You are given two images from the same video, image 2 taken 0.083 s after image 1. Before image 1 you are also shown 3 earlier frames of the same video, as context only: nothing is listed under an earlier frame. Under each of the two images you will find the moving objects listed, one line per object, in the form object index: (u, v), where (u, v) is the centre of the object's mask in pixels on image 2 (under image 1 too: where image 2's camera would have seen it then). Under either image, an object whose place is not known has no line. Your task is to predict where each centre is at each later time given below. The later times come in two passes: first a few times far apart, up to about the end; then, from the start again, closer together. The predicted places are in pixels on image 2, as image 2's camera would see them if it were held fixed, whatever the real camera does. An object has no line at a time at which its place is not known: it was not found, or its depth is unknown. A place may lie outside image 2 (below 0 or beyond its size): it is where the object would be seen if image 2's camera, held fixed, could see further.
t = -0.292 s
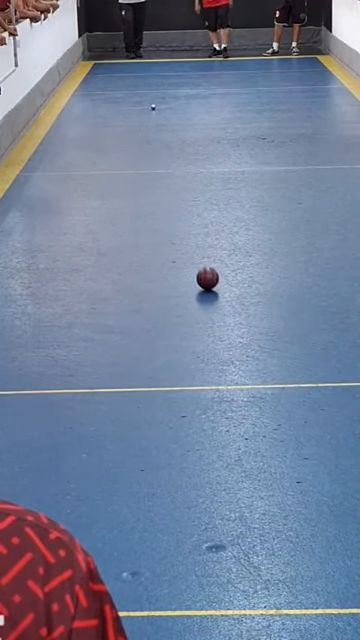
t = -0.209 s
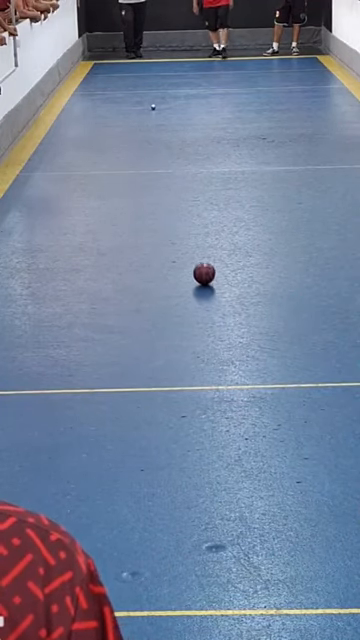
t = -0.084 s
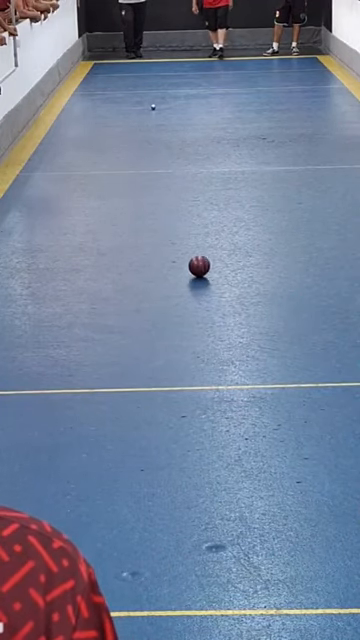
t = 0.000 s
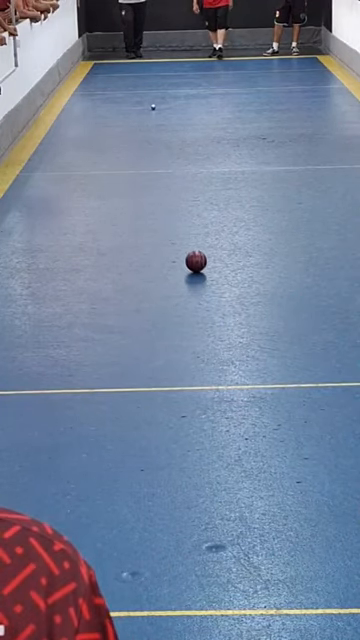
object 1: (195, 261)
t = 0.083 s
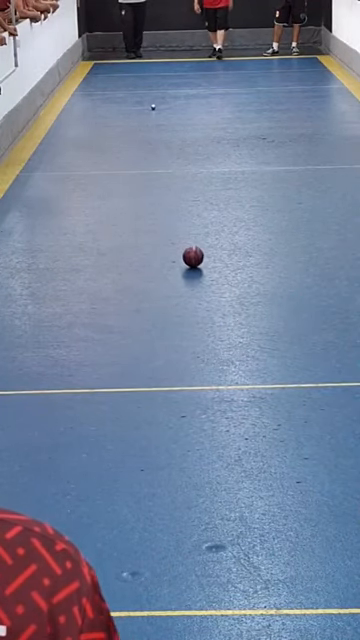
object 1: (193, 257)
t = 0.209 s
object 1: (189, 250)
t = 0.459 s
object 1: (181, 238)
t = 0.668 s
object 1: (175, 229)
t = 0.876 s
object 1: (171, 220)
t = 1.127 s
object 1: (165, 210)
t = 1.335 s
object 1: (162, 203)
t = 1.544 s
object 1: (158, 196)
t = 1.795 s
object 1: (154, 189)
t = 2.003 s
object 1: (152, 183)
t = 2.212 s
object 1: (150, 177)
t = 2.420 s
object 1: (148, 172)
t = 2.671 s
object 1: (147, 166)
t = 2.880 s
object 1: (146, 162)
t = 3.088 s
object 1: (145, 158)
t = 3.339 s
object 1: (144, 153)
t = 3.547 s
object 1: (143, 150)
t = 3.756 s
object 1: (142, 146)
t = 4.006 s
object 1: (141, 142)
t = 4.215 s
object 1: (141, 139)
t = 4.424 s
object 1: (140, 136)
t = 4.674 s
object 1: (139, 133)
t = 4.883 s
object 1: (139, 130)
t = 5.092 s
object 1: (138, 127)
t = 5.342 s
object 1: (138, 124)
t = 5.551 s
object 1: (137, 122)
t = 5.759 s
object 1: (136, 120)
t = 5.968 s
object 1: (135, 118)
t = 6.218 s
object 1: (134, 116)
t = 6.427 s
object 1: (133, 114)
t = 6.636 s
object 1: (132, 112)
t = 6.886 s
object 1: (131, 110)
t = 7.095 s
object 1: (130, 109)
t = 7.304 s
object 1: (129, 107)
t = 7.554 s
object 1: (128, 106)
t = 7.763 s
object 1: (127, 105)
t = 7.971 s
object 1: (126, 104)
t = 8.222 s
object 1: (125, 103)
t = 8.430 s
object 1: (124, 102)
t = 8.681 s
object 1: (122, 101)
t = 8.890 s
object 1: (120, 100)
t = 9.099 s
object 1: (119, 100)
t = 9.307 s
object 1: (116, 99)
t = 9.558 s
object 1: (114, 98)
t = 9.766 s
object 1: (112, 98)
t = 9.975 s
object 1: (109, 97)
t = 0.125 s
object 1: (191, 255)
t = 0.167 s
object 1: (190, 252)
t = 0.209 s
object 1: (189, 250)
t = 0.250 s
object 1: (187, 248)
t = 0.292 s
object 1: (186, 246)
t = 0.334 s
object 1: (185, 244)
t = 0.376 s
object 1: (183, 242)
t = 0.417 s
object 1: (182, 240)
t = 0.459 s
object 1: (181, 238)
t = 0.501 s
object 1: (180, 236)
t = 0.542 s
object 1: (178, 234)
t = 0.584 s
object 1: (177, 232)
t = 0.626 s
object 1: (176, 231)
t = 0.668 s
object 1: (175, 229)
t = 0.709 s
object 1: (174, 227)
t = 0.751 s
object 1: (174, 225)
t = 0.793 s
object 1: (172, 224)
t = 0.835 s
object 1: (172, 222)
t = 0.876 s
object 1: (171, 220)
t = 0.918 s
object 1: (170, 218)
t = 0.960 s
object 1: (169, 217)
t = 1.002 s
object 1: (168, 215)
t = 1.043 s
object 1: (167, 214)
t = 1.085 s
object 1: (166, 212)
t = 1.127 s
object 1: (165, 210)
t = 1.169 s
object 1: (165, 209)
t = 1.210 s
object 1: (164, 207)
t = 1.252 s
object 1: (163, 206)
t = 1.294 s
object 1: (162, 205)
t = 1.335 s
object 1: (162, 203)
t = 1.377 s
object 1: (161, 202)
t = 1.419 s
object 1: (160, 201)
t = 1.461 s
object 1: (159, 199)
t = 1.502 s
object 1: (159, 198)
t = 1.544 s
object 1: (158, 196)
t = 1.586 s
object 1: (157, 195)
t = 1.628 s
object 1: (156, 194)
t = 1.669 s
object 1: (156, 193)
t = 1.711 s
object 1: (155, 191)
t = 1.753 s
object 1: (155, 190)
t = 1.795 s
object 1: (154, 189)
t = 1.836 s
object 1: (154, 188)
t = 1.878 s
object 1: (153, 187)
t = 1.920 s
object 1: (153, 185)
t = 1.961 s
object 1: (152, 184)
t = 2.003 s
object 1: (152, 183)
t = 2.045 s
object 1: (151, 182)
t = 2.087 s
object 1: (151, 181)
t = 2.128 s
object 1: (151, 180)
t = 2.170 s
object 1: (150, 178)
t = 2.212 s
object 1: (150, 177)
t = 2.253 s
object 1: (150, 176)
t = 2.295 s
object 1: (149, 175)
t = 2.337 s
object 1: (149, 174)
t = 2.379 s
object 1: (149, 173)
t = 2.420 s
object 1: (148, 172)
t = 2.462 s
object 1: (148, 171)
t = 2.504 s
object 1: (148, 170)
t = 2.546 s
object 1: (147, 169)
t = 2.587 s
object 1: (147, 168)
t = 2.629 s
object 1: (147, 167)
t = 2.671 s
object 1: (147, 166)
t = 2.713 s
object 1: (146, 165)
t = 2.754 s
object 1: (146, 165)
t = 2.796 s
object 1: (146, 164)
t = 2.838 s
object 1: (146, 163)
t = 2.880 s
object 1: (146, 162)
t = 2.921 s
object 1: (145, 161)
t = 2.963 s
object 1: (145, 161)
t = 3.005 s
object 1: (145, 160)
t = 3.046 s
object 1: (145, 159)
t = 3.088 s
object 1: (145, 158)
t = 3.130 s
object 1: (144, 157)
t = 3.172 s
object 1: (145, 156)
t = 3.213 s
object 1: (144, 155)
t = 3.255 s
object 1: (144, 155)
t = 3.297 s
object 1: (144, 154)
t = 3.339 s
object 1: (144, 153)
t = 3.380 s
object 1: (144, 152)
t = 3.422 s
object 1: (144, 151)
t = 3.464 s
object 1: (144, 151)
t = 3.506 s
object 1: (143, 150)
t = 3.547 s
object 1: (143, 150)
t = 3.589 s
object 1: (143, 149)
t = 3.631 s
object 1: (143, 148)
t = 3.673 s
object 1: (143, 147)
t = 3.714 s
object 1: (143, 147)
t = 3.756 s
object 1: (142, 146)
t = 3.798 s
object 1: (142, 145)
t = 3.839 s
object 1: (142, 144)
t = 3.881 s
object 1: (142, 144)
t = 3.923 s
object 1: (142, 143)
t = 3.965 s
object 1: (141, 142)
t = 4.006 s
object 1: (141, 142)
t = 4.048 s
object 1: (141, 141)
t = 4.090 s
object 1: (141, 140)
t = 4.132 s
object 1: (141, 140)
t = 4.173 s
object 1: (141, 139)
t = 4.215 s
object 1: (141, 139)
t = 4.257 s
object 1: (141, 138)
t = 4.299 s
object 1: (140, 137)
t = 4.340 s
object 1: (140, 137)
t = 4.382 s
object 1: (140, 136)
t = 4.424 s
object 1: (140, 136)
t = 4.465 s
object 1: (140, 135)
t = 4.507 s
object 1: (140, 135)
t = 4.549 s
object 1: (140, 134)
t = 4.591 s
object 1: (140, 134)
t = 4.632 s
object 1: (139, 133)
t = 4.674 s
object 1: (139, 133)
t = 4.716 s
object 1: (139, 132)
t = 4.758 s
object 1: (139, 132)
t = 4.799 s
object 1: (139, 131)
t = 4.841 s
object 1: (139, 130)
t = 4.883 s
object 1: (139, 130)
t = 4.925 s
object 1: (139, 129)
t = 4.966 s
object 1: (139, 129)
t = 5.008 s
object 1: (138, 128)
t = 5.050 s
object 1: (138, 128)
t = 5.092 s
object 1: (138, 127)
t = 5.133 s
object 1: (138, 127)
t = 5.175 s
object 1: (138, 126)
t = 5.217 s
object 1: (138, 126)
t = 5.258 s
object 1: (138, 125)
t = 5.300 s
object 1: (138, 125)
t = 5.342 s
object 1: (138, 124)
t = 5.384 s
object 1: (137, 124)
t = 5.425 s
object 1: (137, 124)
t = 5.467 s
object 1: (137, 123)
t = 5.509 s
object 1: (137, 123)
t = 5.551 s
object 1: (137, 122)
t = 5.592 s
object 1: (137, 122)
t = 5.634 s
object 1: (137, 121)
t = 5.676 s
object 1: (137, 121)
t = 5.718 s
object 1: (136, 121)
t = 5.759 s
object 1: (136, 120)
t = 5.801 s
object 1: (136, 120)
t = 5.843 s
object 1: (136, 119)
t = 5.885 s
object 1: (136, 119)
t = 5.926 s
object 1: (136, 118)
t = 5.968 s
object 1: (135, 118)
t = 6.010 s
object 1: (135, 118)
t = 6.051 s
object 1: (135, 118)
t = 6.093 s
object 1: (135, 117)
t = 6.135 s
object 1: (134, 117)
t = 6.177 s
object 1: (134, 117)
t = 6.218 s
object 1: (134, 116)
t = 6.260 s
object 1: (134, 115)
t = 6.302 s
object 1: (134, 115)
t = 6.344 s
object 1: (133, 115)
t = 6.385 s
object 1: (133, 115)
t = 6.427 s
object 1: (133, 114)
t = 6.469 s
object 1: (133, 113)
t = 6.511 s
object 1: (133, 113)
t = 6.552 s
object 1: (133, 113)
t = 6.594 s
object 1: (132, 112)
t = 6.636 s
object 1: (132, 112)
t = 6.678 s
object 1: (132, 112)
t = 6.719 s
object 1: (132, 112)
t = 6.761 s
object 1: (132, 111)
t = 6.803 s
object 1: (132, 111)
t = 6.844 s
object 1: (132, 111)
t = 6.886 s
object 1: (131, 110)
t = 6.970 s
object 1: (131, 110)
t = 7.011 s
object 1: (131, 110)
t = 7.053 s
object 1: (131, 110)
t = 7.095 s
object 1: (130, 109)
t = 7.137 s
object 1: (130, 108)
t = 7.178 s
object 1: (130, 108)
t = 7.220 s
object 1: (130, 108)
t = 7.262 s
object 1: (129, 108)
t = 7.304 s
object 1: (129, 107)
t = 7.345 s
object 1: (129, 107)
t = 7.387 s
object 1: (129, 107)
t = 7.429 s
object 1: (128, 106)
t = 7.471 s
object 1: (128, 106)
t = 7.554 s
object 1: (128, 106)
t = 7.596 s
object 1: (128, 106)
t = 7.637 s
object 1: (127, 106)
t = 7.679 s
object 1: (127, 106)
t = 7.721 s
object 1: (127, 105)
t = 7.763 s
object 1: (127, 105)
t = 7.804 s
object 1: (126, 105)
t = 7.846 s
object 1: (126, 105)
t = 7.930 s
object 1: (126, 104)
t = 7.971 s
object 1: (126, 104)
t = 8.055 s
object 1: (125, 104)
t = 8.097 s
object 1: (125, 103)
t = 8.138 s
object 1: (125, 103)
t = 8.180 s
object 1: (125, 103)
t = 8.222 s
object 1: (125, 103)
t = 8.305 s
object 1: (125, 103)
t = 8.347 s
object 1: (124, 102)
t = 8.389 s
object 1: (124, 102)
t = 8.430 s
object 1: (124, 102)
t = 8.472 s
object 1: (124, 102)
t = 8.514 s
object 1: (123, 102)
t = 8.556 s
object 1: (123, 101)
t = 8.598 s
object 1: (123, 101)
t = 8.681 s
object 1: (122, 101)
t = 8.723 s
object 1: (122, 101)
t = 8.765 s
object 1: (122, 101)
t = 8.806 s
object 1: (121, 101)
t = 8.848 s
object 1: (121, 101)
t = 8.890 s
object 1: (120, 100)
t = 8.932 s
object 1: (120, 100)
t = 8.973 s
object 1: (120, 100)
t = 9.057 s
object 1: (119, 100)
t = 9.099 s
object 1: (119, 100)
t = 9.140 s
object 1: (118, 99)
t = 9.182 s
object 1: (117, 99)
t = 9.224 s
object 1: (117, 99)
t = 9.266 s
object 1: (117, 99)
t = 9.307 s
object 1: (116, 99)
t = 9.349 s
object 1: (116, 99)
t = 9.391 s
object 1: (115, 99)
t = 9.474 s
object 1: (115, 98)
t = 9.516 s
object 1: (114, 98)
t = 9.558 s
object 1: (114, 98)
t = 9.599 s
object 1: (113, 98)
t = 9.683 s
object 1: (113, 98)
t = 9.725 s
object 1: (112, 98)
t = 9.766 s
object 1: (112, 98)
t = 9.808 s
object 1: (111, 97)
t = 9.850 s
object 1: (111, 97)
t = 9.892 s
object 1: (110, 97)
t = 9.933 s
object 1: (110, 97)
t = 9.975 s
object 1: (109, 97)
